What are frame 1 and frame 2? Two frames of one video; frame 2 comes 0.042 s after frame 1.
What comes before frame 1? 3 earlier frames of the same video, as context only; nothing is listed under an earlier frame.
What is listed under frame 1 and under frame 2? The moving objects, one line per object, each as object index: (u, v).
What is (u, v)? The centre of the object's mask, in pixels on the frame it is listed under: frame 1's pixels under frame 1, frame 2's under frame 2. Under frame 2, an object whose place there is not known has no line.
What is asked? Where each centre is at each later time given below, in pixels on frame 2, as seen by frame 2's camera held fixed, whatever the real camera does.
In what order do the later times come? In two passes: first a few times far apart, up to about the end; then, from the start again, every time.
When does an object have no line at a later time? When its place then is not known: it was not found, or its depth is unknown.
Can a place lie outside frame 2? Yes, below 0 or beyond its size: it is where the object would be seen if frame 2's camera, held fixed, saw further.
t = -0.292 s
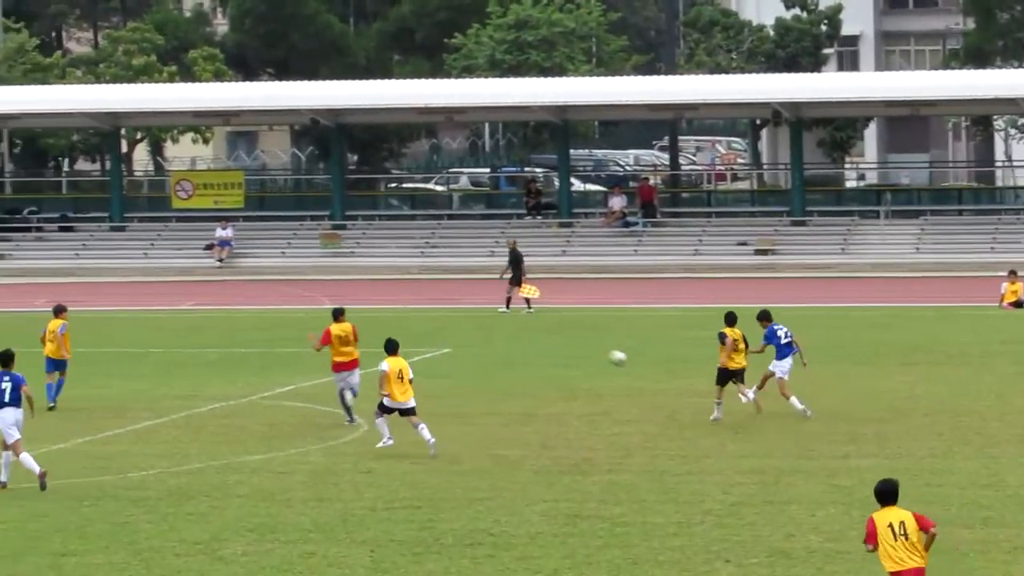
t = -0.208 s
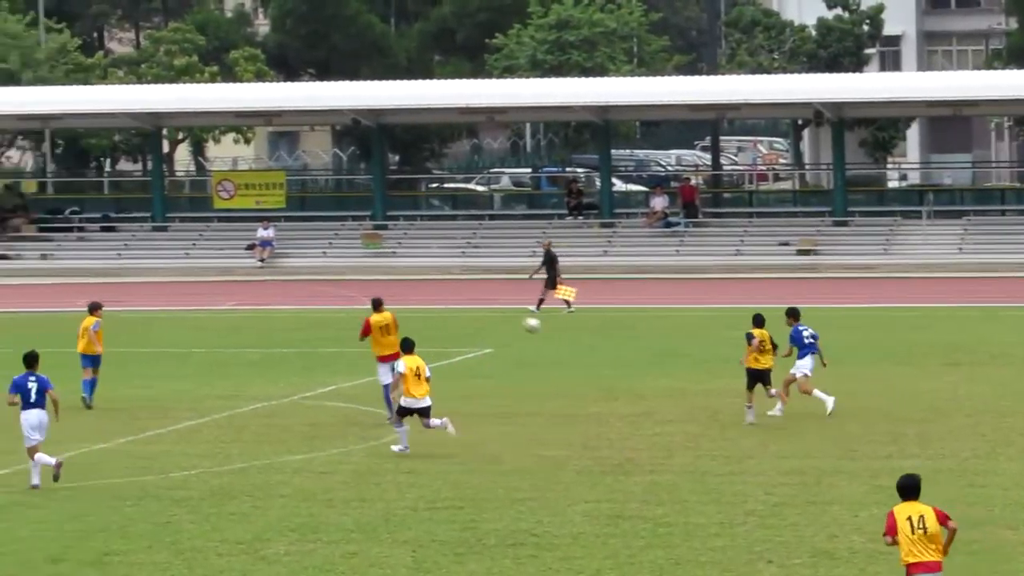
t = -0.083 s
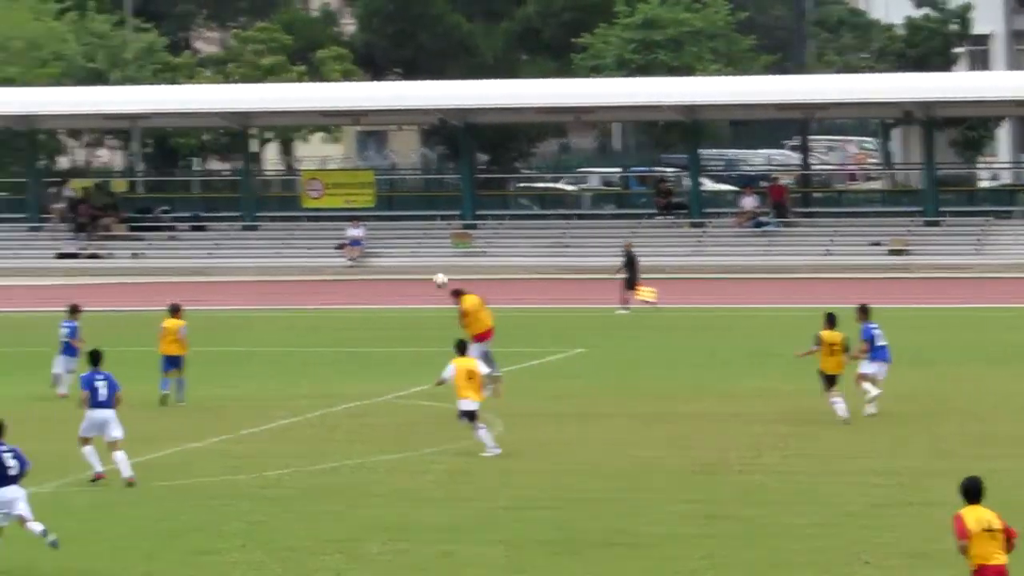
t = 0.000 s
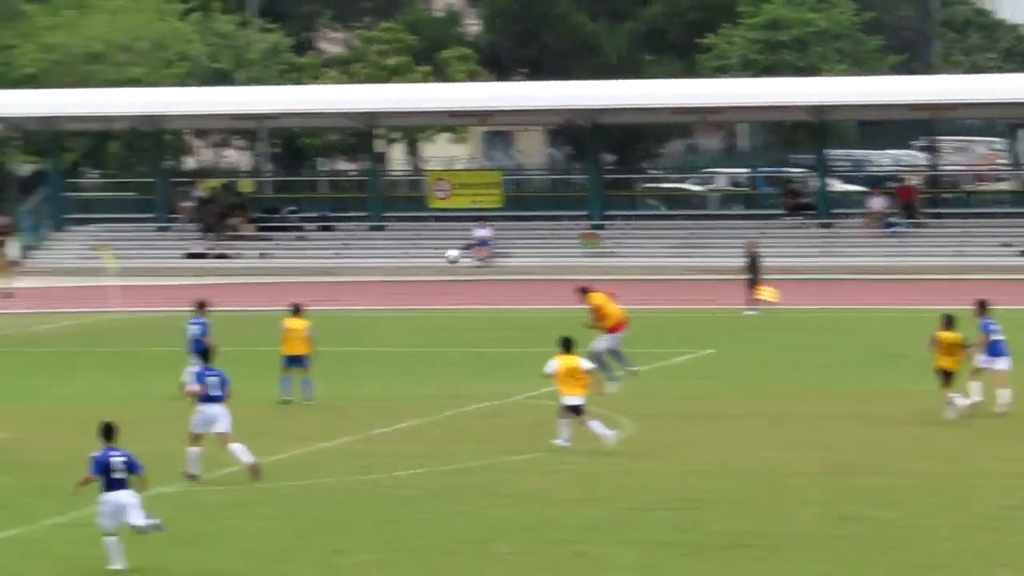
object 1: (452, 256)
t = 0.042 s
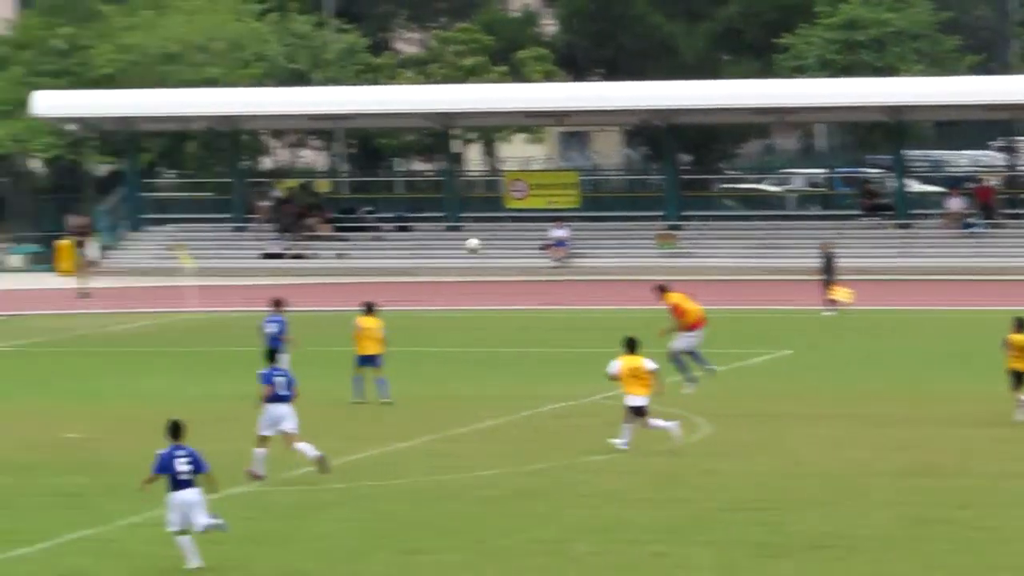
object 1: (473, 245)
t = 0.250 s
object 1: (203, 204)
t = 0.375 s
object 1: (45, 189)
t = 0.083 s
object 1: (417, 235)
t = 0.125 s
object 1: (363, 226)
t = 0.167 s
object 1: (310, 219)
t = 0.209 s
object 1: (256, 210)
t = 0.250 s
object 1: (203, 204)
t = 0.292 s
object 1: (151, 198)
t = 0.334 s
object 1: (98, 193)
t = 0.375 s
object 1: (45, 189)
